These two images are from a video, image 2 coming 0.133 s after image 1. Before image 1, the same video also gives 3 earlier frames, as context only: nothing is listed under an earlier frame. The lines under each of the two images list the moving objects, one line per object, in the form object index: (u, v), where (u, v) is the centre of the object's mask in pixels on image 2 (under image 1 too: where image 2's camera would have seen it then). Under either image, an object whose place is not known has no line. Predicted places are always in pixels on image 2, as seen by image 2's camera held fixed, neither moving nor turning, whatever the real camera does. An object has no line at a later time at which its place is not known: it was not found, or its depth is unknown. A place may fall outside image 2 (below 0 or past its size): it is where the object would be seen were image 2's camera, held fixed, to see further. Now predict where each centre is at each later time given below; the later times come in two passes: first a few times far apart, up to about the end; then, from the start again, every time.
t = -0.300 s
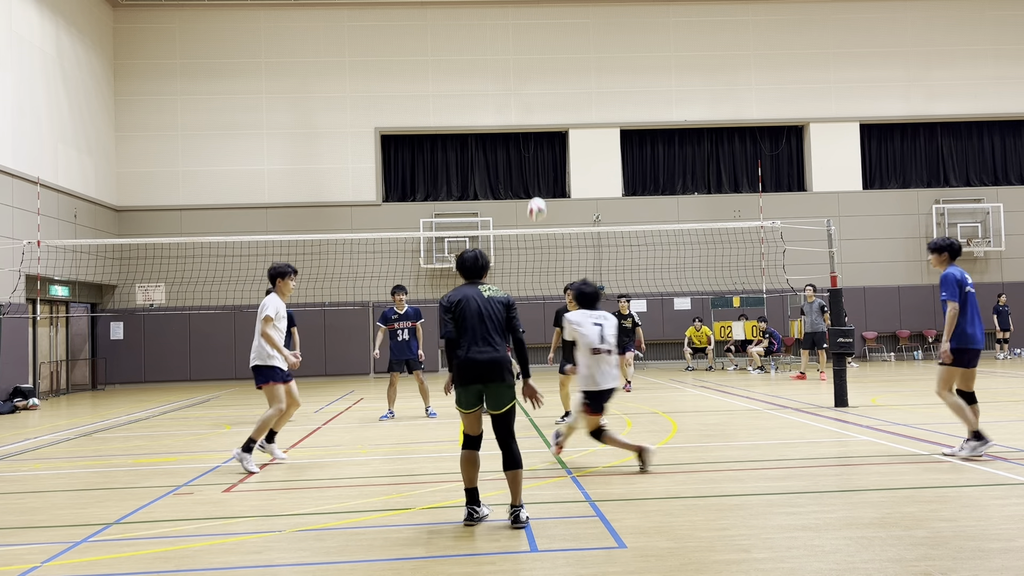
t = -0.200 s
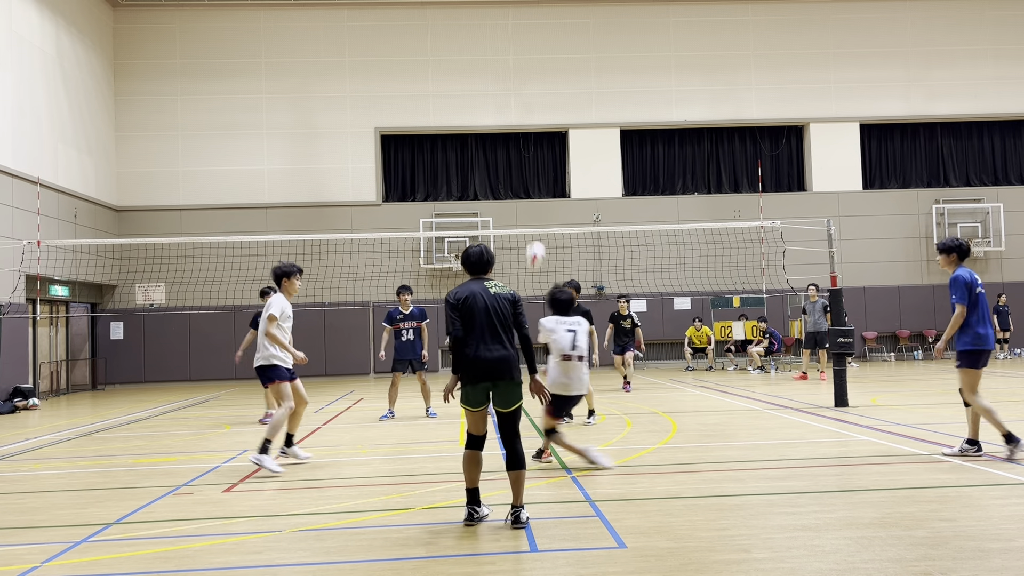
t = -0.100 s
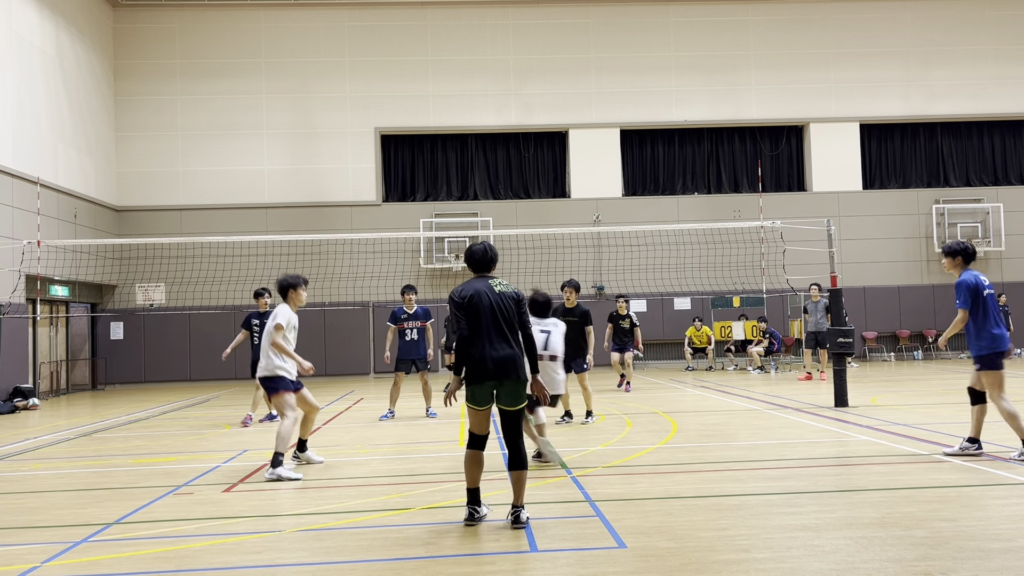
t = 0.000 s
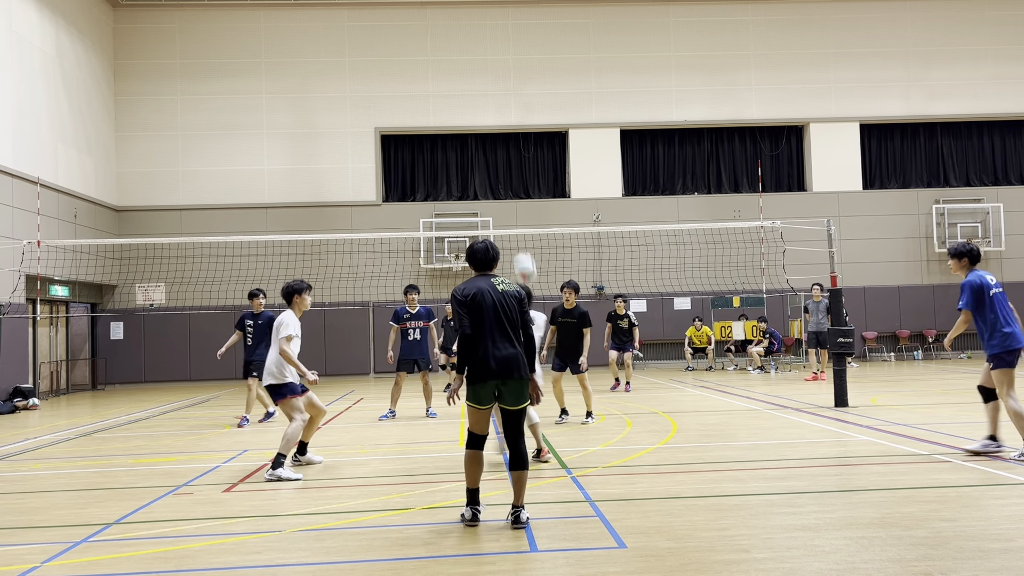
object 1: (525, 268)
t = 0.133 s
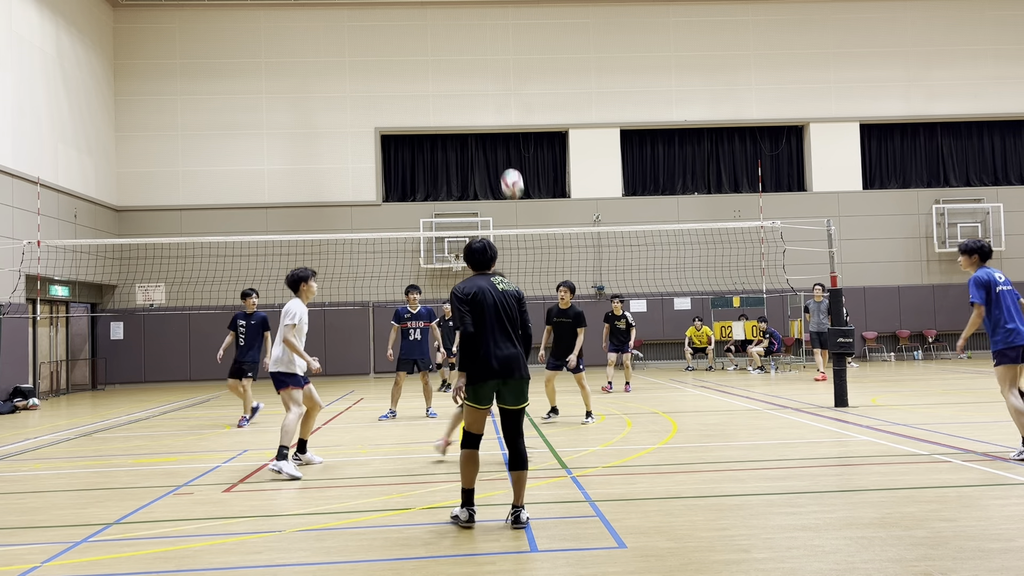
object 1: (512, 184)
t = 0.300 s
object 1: (497, 109)
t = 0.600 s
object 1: (476, 58)
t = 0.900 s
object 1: (461, 86)
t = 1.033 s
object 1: (455, 122)
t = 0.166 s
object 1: (509, 167)
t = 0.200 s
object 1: (506, 151)
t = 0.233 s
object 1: (503, 136)
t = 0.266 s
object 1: (501, 123)
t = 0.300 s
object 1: (497, 109)
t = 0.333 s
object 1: (495, 100)
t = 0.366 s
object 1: (493, 90)
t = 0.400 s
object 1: (490, 82)
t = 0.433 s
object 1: (488, 76)
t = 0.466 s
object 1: (485, 70)
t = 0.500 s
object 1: (482, 65)
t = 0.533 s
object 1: (480, 62)
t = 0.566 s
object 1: (478, 59)
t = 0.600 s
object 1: (476, 58)
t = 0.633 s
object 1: (474, 57)
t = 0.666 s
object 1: (473, 57)
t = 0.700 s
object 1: (470, 59)
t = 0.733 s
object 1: (468, 61)
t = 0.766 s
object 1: (467, 64)
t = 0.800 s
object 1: (465, 69)
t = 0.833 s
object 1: (464, 73)
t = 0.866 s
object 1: (462, 79)
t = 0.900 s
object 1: (461, 86)
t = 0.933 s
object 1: (459, 93)
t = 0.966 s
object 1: (457, 102)
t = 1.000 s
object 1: (456, 111)
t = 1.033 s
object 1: (455, 122)
